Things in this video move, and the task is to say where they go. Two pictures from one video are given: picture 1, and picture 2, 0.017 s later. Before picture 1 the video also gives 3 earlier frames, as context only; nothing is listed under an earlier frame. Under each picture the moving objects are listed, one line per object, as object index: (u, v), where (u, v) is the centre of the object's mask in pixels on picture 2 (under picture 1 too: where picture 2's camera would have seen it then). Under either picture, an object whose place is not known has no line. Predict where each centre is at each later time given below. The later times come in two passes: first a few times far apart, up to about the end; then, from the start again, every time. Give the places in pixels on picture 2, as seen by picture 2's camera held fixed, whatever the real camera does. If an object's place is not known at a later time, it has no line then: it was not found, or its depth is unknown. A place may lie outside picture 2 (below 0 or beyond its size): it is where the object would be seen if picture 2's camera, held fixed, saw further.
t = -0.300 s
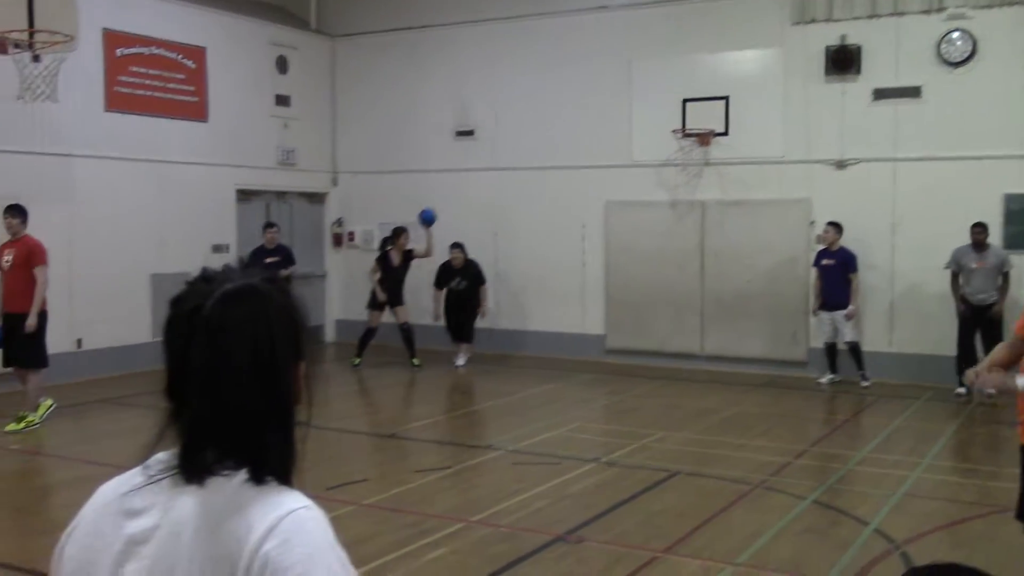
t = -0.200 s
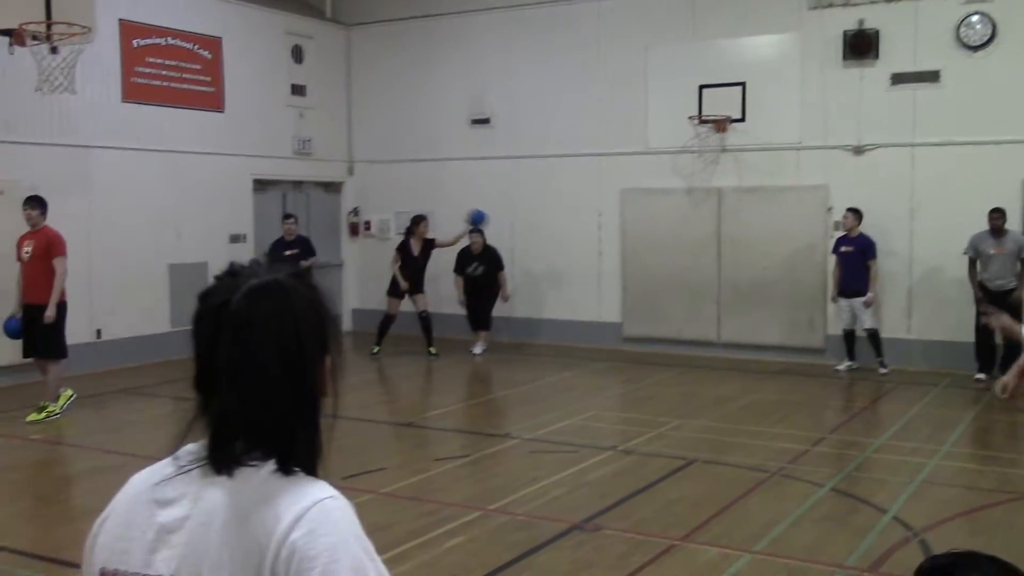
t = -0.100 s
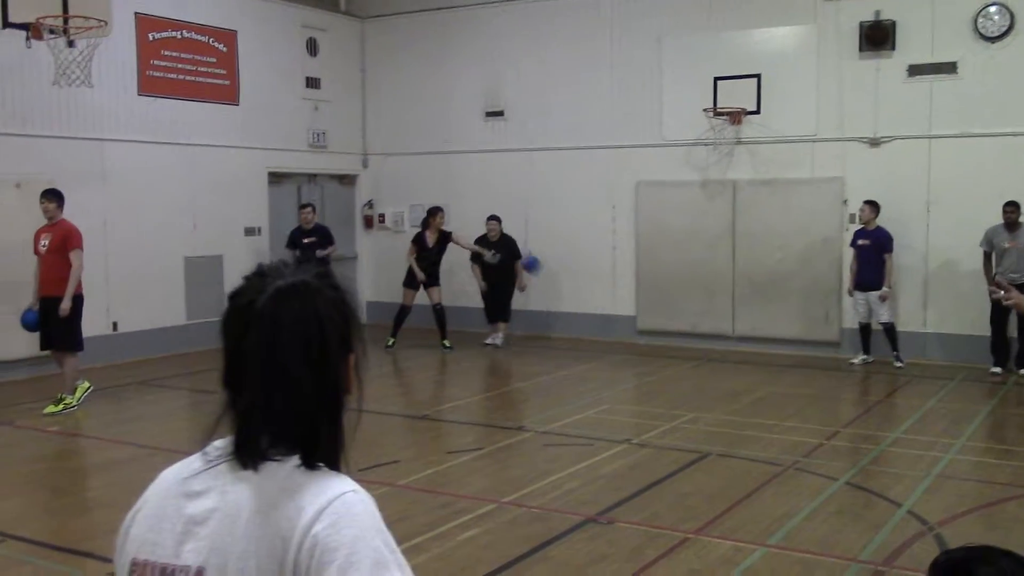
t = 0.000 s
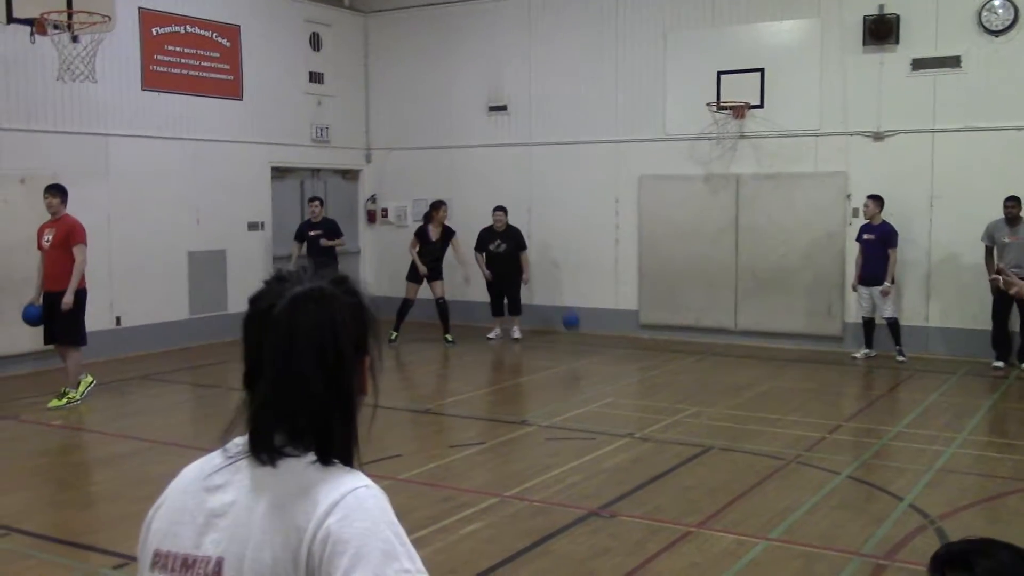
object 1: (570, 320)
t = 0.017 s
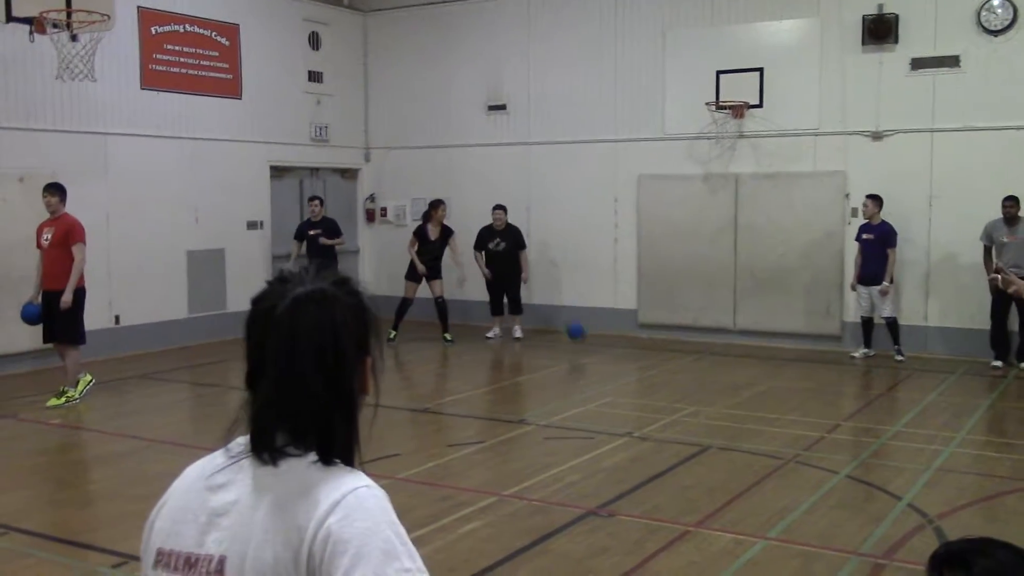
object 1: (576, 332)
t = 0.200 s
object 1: (610, 292)
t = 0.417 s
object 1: (646, 252)
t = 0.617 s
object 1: (681, 252)
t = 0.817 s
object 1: (715, 289)
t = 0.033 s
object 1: (581, 342)
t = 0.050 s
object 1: (585, 343)
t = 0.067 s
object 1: (588, 337)
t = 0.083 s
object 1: (591, 331)
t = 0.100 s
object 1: (593, 324)
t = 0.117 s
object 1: (596, 319)
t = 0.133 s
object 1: (599, 313)
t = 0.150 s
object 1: (602, 308)
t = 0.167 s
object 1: (604, 302)
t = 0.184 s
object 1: (607, 296)
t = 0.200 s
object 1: (610, 292)
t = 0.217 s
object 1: (613, 287)
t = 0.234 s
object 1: (615, 283)
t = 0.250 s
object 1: (618, 279)
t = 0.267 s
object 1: (621, 275)
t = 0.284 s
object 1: (624, 271)
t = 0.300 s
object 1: (627, 268)
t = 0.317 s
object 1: (630, 265)
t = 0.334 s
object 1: (632, 263)
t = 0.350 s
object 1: (635, 260)
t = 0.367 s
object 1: (638, 258)
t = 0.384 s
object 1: (640, 256)
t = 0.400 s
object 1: (643, 254)
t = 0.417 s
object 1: (646, 252)
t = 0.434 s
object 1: (649, 251)
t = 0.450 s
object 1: (652, 250)
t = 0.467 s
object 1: (655, 249)
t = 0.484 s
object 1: (658, 248)
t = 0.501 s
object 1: (660, 248)
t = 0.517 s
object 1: (663, 248)
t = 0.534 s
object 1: (666, 248)
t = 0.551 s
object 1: (669, 248)
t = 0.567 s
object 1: (672, 249)
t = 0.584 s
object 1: (675, 250)
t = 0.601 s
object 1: (677, 251)
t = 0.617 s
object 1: (681, 252)
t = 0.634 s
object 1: (684, 254)
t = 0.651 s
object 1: (687, 256)
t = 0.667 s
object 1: (689, 258)
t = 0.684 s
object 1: (692, 260)
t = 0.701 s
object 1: (695, 263)
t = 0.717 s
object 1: (698, 266)
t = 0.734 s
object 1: (701, 269)
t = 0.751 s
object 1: (704, 273)
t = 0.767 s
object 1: (706, 277)
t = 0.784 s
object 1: (709, 280)
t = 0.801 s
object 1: (712, 285)
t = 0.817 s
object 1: (715, 289)
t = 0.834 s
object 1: (718, 294)
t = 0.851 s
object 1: (721, 299)
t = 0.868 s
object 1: (724, 305)
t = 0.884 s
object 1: (727, 310)
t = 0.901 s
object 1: (729, 316)
